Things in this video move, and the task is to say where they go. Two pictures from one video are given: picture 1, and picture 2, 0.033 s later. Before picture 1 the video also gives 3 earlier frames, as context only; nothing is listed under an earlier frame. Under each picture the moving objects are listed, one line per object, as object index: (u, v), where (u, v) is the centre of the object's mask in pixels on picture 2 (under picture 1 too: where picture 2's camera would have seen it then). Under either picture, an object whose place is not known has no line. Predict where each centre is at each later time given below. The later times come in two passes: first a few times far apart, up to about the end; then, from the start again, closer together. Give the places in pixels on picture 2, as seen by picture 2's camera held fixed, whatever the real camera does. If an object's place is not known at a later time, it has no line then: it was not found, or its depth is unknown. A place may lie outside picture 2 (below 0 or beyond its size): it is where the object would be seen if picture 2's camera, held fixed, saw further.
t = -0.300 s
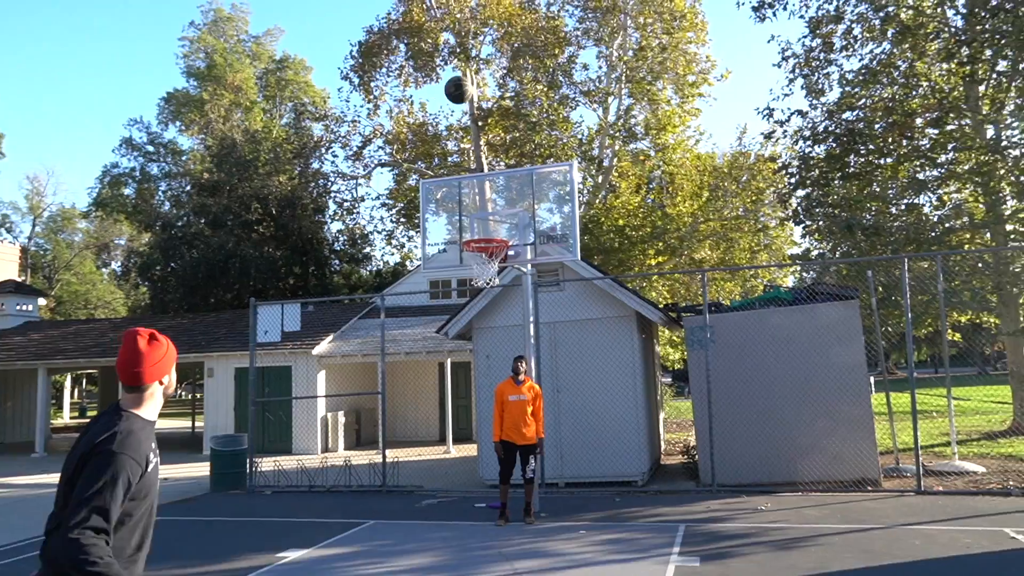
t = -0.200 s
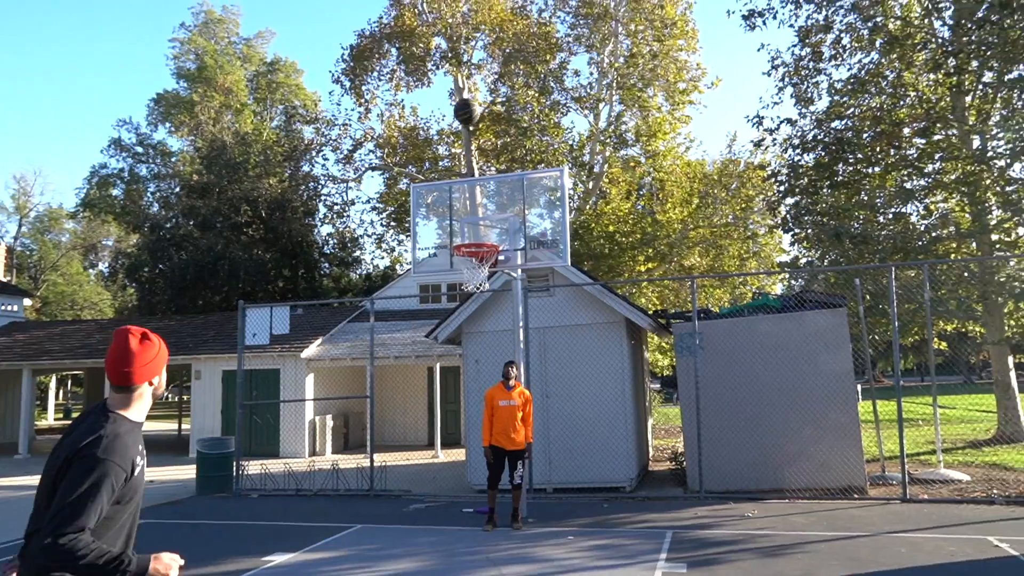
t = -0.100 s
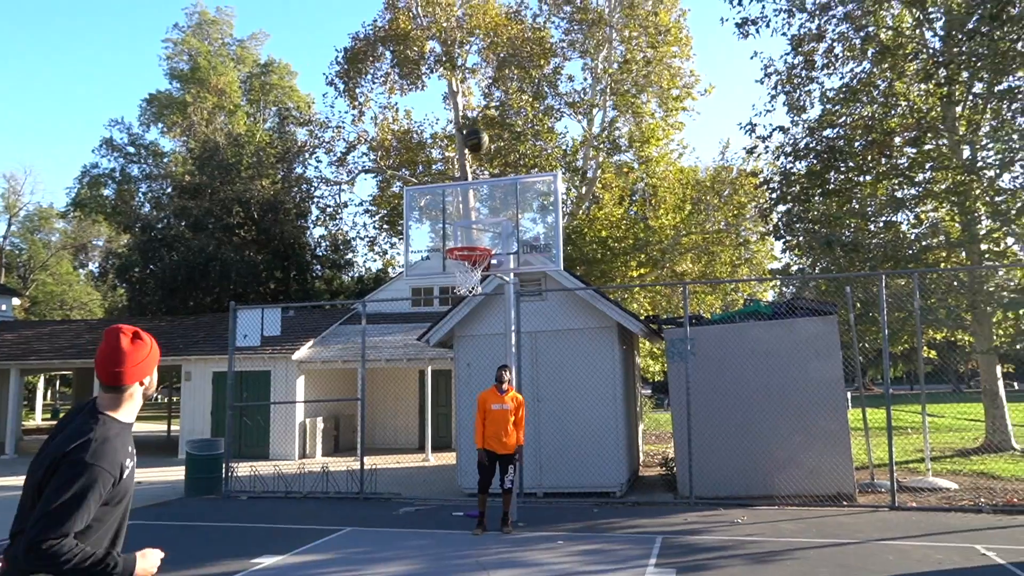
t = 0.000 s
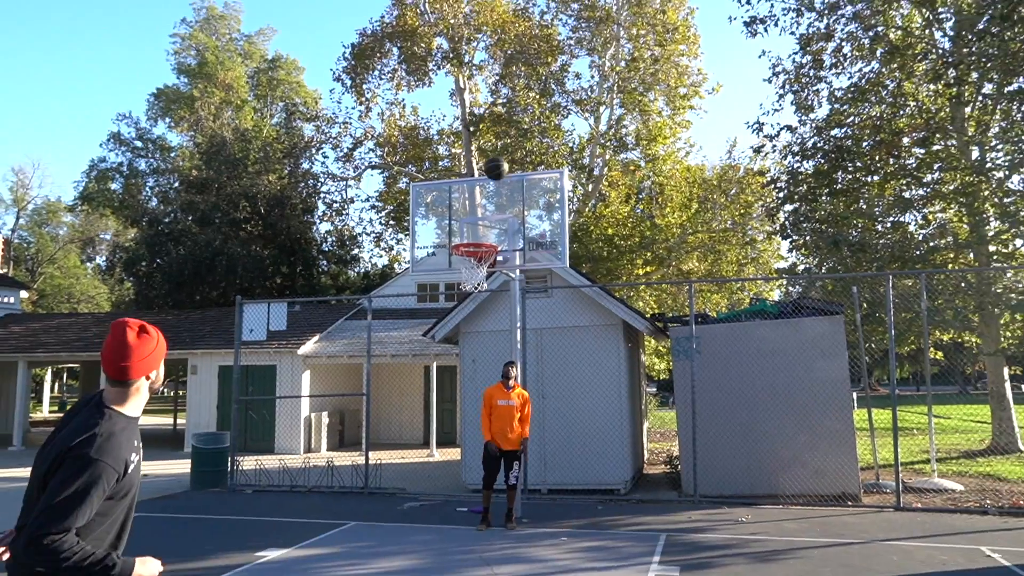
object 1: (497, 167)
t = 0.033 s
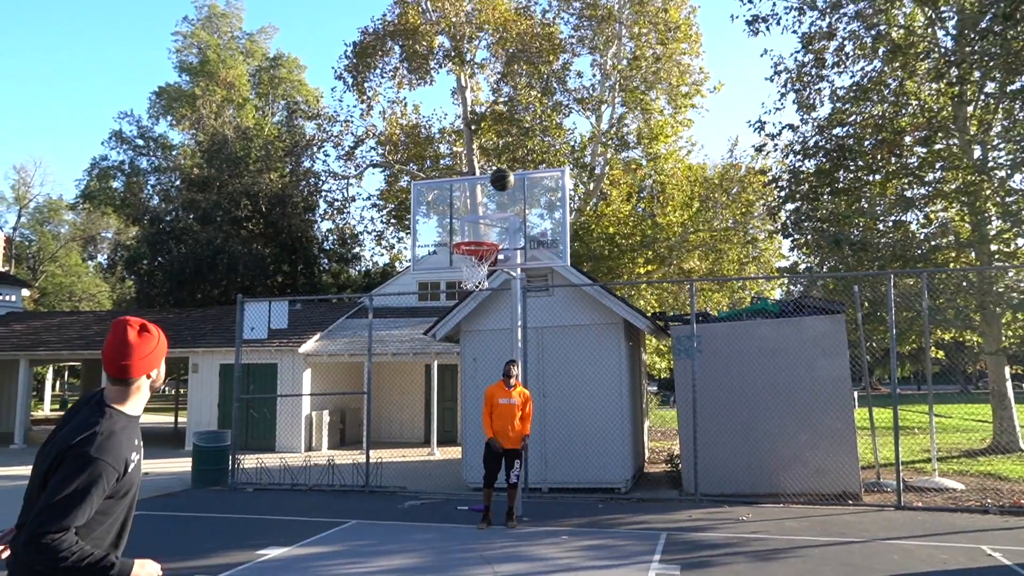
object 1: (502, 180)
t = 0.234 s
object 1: (522, 263)
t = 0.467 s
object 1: (499, 315)
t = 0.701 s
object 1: (473, 438)
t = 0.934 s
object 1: (443, 528)
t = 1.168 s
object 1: (416, 429)
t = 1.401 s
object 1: (384, 394)
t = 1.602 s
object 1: (351, 424)
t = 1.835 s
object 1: (300, 557)
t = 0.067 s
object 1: (506, 192)
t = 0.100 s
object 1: (510, 206)
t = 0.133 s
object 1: (514, 221)
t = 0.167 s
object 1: (516, 236)
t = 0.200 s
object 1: (521, 251)
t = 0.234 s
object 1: (522, 263)
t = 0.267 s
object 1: (519, 267)
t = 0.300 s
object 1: (516, 272)
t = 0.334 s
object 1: (513, 278)
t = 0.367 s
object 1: (508, 285)
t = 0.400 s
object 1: (506, 293)
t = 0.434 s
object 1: (503, 303)
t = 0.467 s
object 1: (499, 315)
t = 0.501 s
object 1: (496, 327)
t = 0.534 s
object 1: (492, 342)
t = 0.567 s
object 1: (488, 357)
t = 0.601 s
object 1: (484, 375)
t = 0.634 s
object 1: (480, 395)
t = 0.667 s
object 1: (476, 415)
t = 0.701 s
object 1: (473, 438)
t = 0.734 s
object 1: (468, 463)
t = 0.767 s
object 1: (464, 490)
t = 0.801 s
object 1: (459, 522)
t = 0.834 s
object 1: (453, 553)
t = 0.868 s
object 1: (449, 566)
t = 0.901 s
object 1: (446, 546)
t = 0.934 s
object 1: (443, 528)
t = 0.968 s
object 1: (440, 510)
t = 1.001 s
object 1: (435, 495)
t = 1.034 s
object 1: (432, 479)
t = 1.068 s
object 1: (427, 465)
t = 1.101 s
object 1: (424, 451)
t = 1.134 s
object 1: (420, 440)
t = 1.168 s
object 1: (416, 429)
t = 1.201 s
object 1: (412, 420)
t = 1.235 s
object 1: (407, 412)
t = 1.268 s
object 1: (403, 406)
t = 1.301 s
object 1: (398, 401)
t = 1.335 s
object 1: (394, 397)
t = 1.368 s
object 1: (389, 395)
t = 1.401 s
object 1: (384, 394)
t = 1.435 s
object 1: (379, 394)
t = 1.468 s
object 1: (374, 397)
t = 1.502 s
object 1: (368, 401)
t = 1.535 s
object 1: (363, 407)
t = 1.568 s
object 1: (357, 415)
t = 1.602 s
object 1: (351, 424)
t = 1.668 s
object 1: (339, 449)
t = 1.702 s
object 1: (332, 466)
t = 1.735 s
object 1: (324, 485)
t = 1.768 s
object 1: (315, 507)
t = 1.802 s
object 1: (309, 530)
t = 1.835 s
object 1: (300, 557)
